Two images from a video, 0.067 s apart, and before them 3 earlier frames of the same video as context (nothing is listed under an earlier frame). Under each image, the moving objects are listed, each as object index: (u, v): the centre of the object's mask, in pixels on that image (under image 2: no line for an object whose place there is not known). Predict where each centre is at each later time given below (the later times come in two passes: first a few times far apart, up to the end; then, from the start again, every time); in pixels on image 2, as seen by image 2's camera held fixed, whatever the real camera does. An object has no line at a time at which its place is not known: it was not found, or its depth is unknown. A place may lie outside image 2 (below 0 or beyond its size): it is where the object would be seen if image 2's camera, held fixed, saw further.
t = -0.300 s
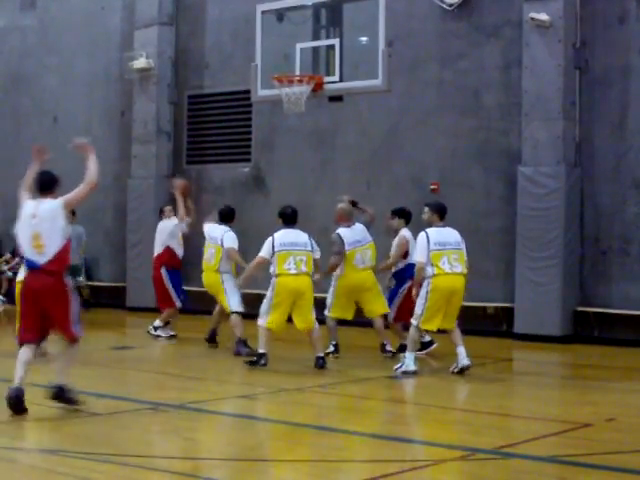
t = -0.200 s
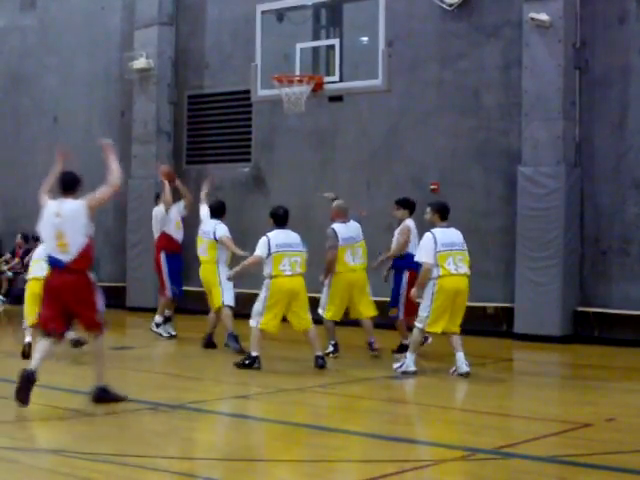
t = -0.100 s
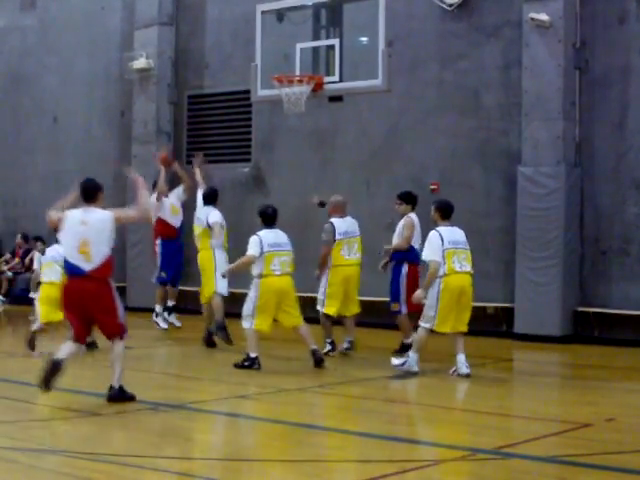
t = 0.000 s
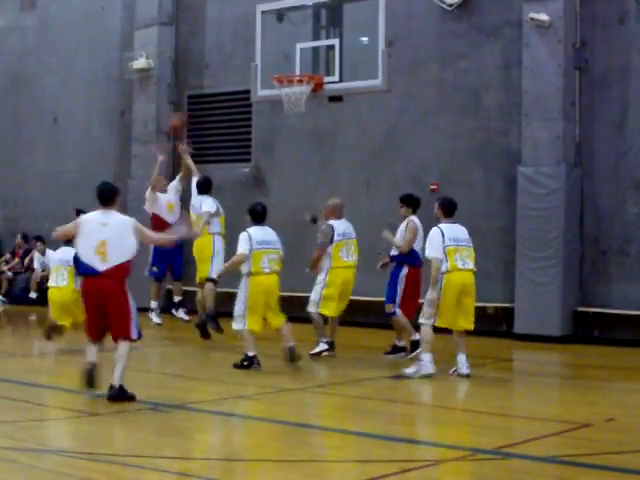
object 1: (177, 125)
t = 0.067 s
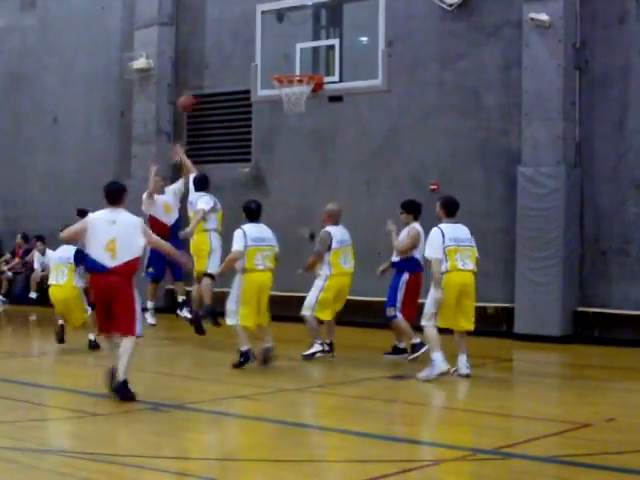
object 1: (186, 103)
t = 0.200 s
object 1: (209, 71)
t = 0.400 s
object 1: (244, 45)
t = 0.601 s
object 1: (281, 53)
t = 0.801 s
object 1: (282, 83)
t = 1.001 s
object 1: (302, 93)
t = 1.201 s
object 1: (299, 95)
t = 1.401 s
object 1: (287, 108)
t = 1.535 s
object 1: (285, 122)
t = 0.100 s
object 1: (193, 93)
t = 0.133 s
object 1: (198, 85)
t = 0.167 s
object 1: (204, 77)
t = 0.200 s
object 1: (209, 71)
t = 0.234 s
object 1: (215, 64)
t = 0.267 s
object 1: (221, 59)
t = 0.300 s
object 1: (226, 54)
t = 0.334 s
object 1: (232, 50)
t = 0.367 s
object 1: (239, 46)
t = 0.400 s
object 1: (244, 45)
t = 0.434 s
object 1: (250, 43)
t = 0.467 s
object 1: (256, 43)
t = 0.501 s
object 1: (263, 44)
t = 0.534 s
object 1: (269, 46)
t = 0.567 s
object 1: (276, 49)
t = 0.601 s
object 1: (281, 53)
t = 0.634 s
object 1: (287, 57)
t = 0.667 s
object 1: (295, 63)
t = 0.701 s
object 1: (301, 71)
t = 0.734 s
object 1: (299, 75)
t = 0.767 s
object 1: (293, 77)
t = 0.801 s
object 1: (282, 83)
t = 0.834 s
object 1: (285, 86)
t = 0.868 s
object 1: (288, 90)
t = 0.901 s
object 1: (293, 94)
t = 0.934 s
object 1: (296, 95)
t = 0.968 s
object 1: (300, 95)
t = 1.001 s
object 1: (302, 93)
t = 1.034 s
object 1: (304, 93)
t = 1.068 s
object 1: (304, 93)
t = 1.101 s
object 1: (305, 93)
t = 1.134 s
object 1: (304, 93)
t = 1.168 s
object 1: (304, 93)
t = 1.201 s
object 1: (299, 95)
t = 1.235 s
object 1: (298, 96)
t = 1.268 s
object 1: (295, 98)
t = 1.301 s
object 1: (292, 100)
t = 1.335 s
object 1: (290, 102)
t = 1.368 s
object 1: (288, 103)
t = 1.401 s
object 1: (287, 108)
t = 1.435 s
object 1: (286, 110)
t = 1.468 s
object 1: (286, 113)
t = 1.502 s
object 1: (285, 118)
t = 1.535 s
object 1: (285, 122)
